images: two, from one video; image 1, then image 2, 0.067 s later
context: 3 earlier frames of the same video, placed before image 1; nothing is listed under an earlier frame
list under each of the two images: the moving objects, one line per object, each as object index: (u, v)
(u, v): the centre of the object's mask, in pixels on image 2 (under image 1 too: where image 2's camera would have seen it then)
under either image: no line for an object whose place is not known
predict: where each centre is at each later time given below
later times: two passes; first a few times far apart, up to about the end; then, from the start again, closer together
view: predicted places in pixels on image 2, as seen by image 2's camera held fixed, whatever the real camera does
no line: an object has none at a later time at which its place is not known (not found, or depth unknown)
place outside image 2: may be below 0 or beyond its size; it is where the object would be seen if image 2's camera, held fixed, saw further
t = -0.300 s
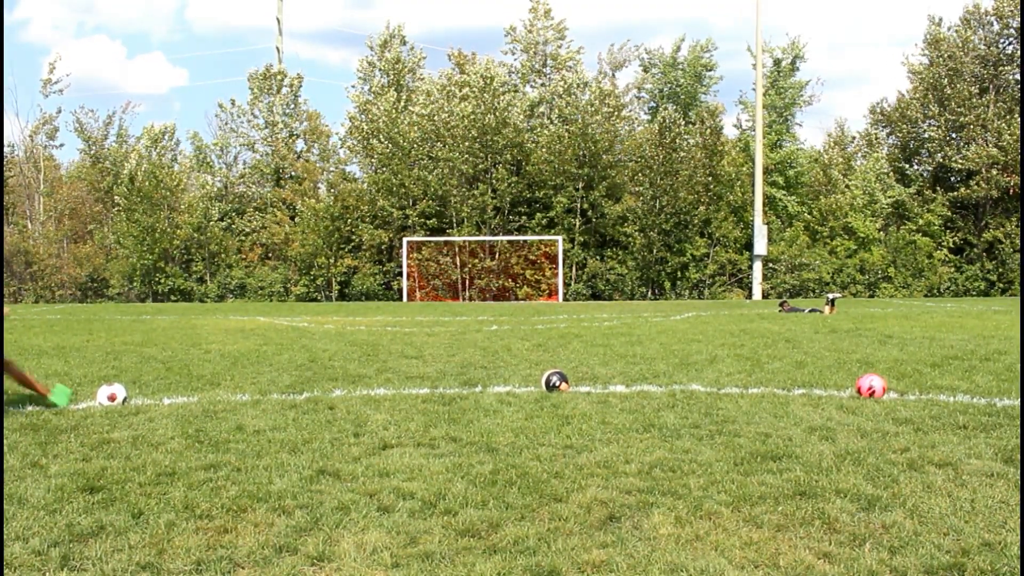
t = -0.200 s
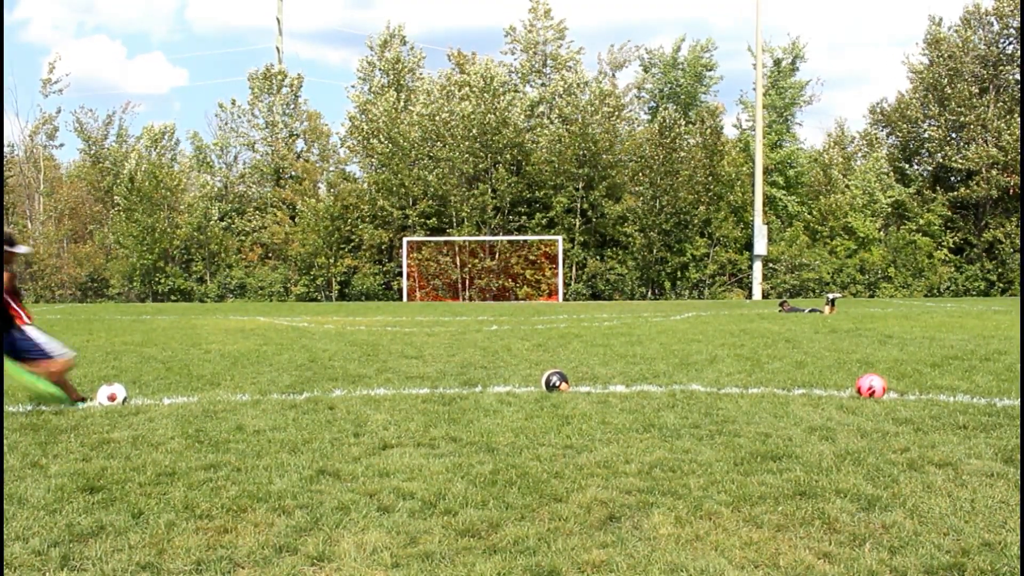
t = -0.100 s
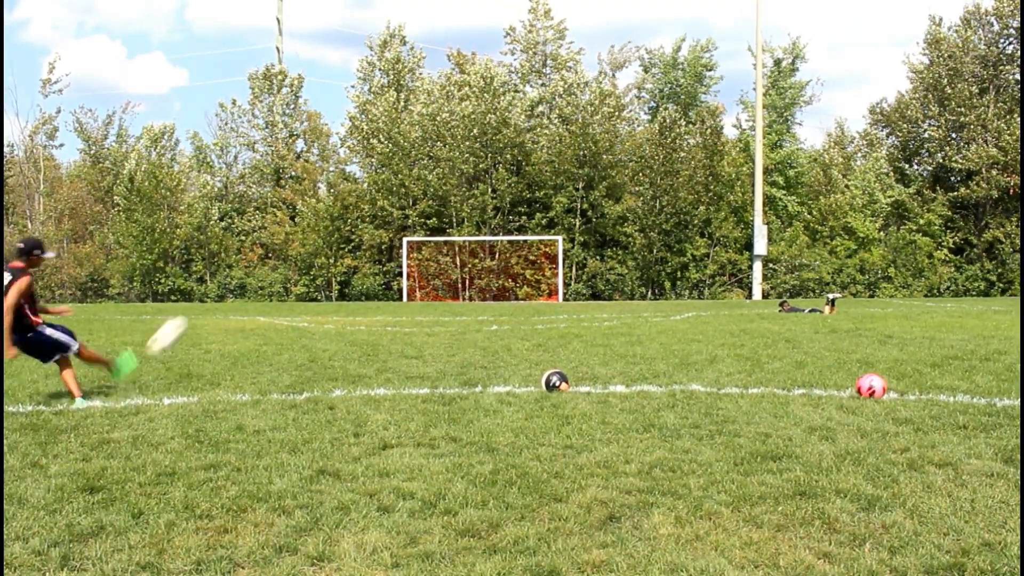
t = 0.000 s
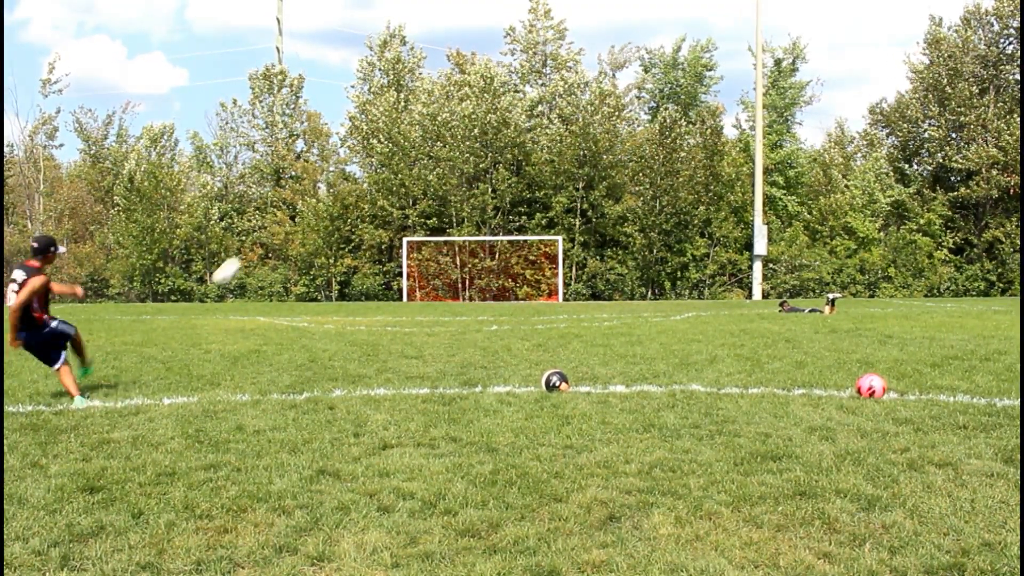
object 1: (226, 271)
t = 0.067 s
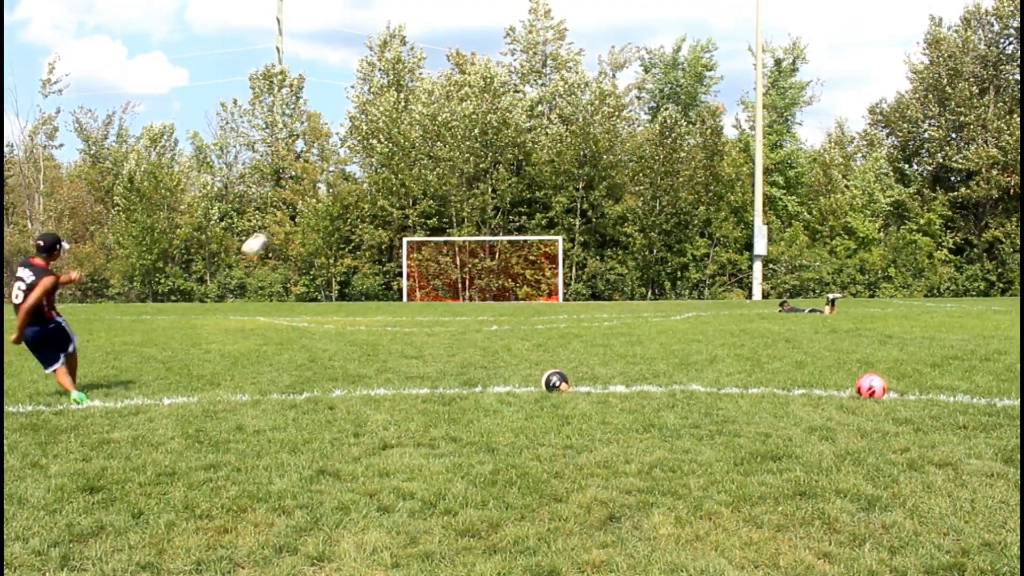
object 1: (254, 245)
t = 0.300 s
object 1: (308, 200)
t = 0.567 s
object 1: (336, 196)
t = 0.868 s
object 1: (350, 215)
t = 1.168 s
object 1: (353, 248)
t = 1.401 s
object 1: (354, 278)
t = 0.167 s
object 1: (283, 218)
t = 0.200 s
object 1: (290, 213)
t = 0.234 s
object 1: (297, 208)
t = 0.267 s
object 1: (303, 204)
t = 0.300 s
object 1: (308, 200)
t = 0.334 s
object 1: (313, 198)
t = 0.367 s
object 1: (318, 196)
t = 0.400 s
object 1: (321, 194)
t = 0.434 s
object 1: (325, 194)
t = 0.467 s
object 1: (329, 194)
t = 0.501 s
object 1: (331, 194)
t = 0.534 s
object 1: (334, 195)
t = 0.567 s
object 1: (336, 196)
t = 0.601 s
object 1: (339, 197)
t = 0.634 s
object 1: (341, 198)
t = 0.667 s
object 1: (343, 200)
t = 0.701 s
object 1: (344, 202)
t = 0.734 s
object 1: (346, 204)
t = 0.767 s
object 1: (346, 207)
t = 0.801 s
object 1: (348, 209)
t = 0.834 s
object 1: (349, 212)
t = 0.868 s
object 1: (350, 215)
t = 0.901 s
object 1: (351, 219)
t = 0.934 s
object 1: (351, 222)
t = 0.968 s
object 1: (352, 225)
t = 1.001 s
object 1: (352, 229)
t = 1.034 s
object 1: (352, 233)
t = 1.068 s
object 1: (353, 236)
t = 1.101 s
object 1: (353, 240)
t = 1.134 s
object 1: (353, 244)
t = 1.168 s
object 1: (353, 248)
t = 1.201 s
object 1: (353, 253)
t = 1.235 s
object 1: (354, 257)
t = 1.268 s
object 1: (354, 261)
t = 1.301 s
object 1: (354, 266)
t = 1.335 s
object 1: (353, 269)
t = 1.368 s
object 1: (353, 274)
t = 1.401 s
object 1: (354, 278)
